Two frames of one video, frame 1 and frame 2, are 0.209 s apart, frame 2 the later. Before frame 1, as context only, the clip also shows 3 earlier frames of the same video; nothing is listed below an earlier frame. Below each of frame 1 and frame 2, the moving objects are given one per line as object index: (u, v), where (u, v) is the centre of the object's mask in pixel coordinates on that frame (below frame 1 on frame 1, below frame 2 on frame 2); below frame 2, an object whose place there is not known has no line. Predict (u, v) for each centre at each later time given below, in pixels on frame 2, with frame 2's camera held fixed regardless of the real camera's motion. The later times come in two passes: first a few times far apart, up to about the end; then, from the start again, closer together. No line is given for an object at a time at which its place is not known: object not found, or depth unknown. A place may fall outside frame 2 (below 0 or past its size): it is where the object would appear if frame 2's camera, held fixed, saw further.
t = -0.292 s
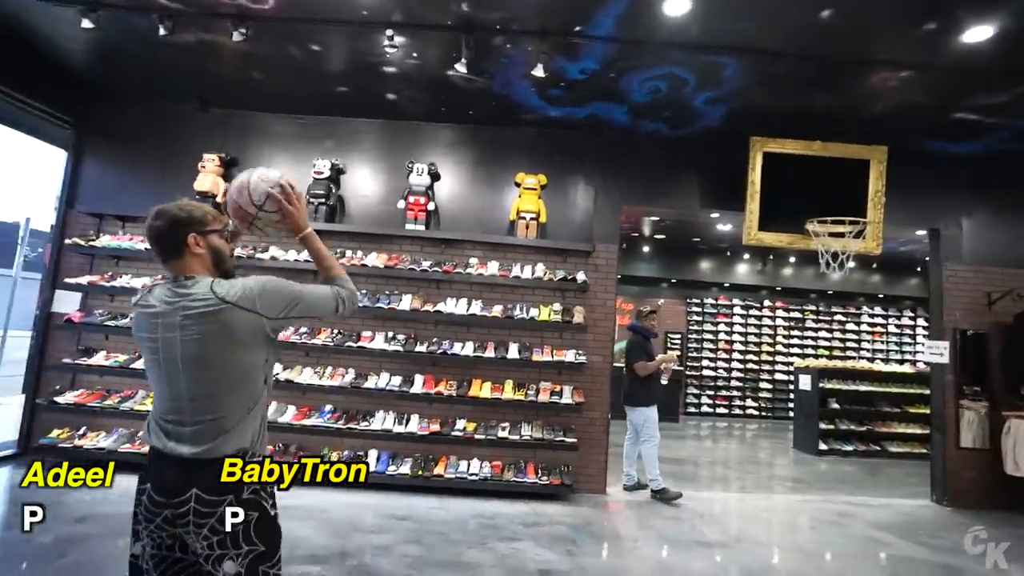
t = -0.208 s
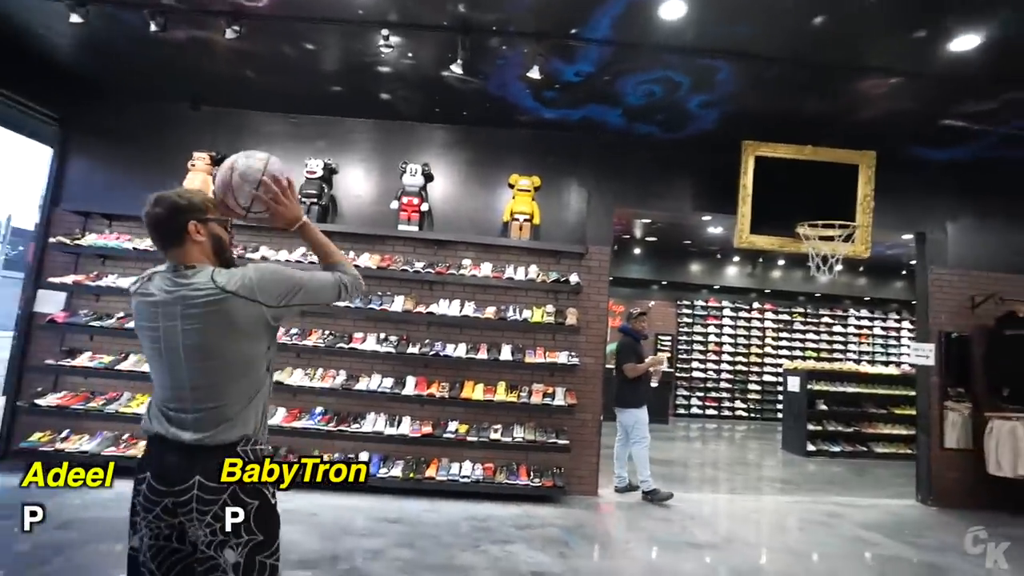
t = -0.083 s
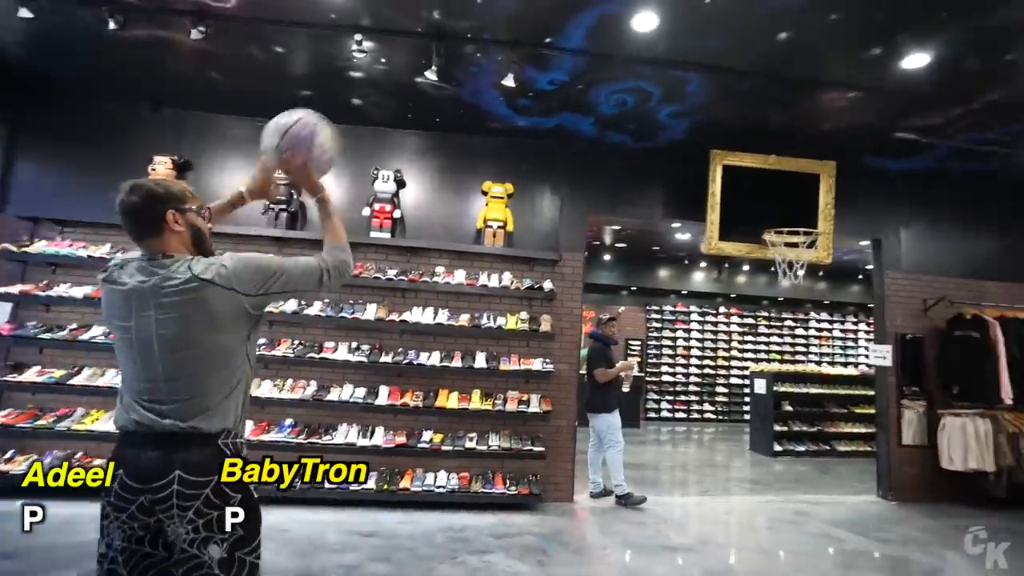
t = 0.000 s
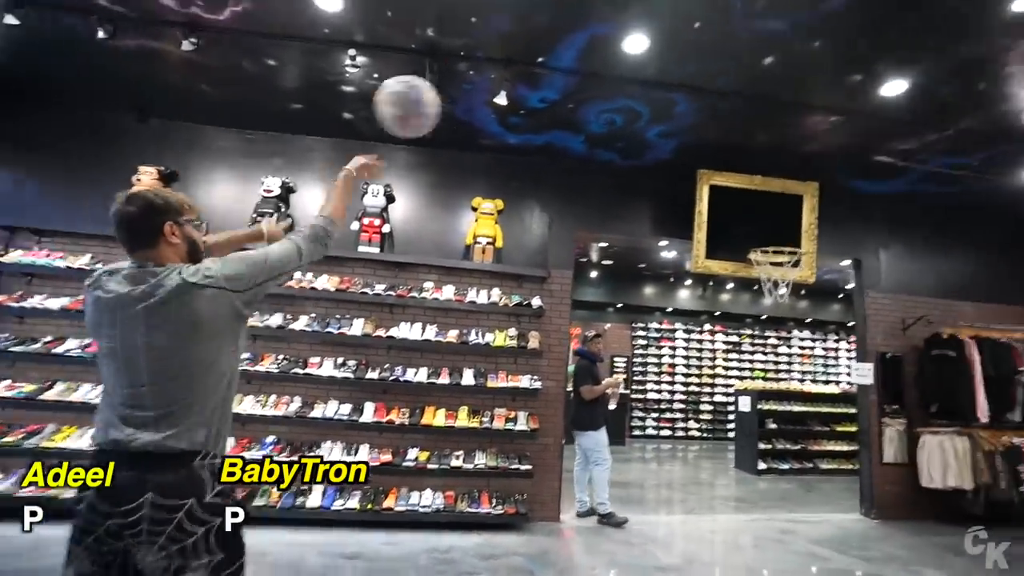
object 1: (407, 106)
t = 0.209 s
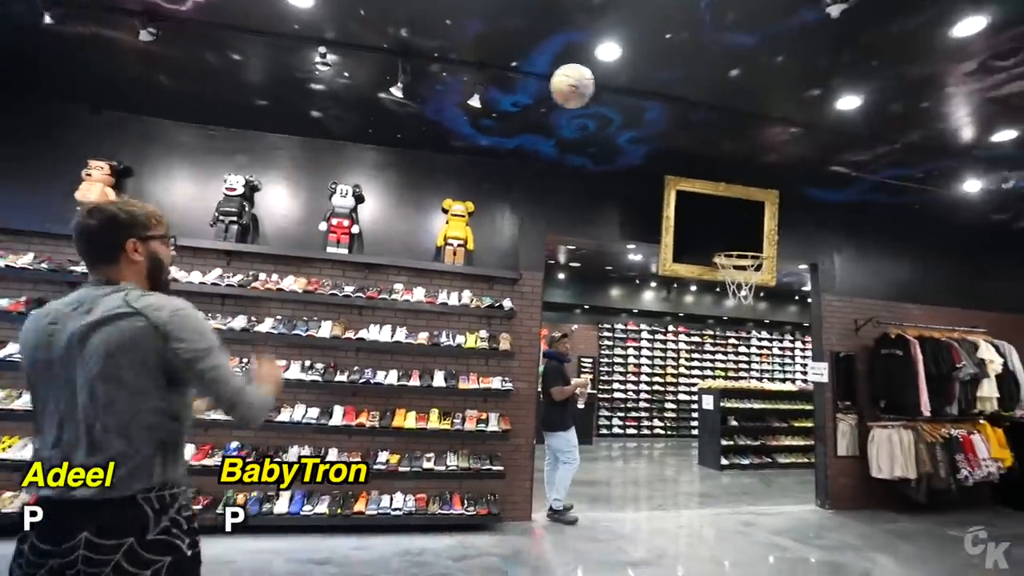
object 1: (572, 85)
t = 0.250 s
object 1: (596, 91)
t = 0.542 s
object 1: (708, 166)
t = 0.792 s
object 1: (756, 243)
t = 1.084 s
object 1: (748, 226)
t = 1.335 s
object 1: (756, 245)
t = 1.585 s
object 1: (766, 244)
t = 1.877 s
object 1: (778, 255)
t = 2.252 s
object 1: (797, 414)
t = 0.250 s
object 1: (596, 91)
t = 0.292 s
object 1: (616, 97)
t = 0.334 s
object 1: (635, 106)
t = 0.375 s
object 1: (652, 116)
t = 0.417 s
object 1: (668, 127)
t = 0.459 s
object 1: (682, 139)
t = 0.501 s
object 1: (696, 152)
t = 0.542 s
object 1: (708, 166)
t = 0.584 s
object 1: (720, 180)
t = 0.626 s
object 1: (730, 197)
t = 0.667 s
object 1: (740, 214)
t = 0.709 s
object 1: (749, 231)
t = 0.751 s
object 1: (757, 246)
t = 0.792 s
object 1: (756, 243)
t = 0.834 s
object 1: (754, 236)
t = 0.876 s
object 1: (753, 231)
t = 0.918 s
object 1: (751, 227)
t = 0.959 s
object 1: (750, 225)
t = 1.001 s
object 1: (748, 225)
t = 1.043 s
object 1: (748, 225)
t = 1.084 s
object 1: (748, 226)
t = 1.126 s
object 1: (749, 227)
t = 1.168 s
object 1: (750, 230)
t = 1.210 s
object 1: (751, 234)
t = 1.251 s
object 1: (752, 240)
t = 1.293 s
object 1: (754, 247)
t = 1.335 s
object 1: (756, 245)
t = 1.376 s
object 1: (758, 243)
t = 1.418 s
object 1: (760, 243)
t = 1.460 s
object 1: (762, 244)
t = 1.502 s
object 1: (764, 244)
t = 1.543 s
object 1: (765, 244)
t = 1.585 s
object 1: (766, 244)
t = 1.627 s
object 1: (767, 243)
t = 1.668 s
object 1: (768, 242)
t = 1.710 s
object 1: (769, 243)
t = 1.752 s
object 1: (771, 244)
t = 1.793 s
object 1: (772, 246)
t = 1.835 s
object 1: (774, 250)
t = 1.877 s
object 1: (778, 255)
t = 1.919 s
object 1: (780, 263)
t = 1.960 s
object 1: (782, 275)
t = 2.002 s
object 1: (783, 288)
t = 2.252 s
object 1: (797, 414)
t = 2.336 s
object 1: (804, 477)
